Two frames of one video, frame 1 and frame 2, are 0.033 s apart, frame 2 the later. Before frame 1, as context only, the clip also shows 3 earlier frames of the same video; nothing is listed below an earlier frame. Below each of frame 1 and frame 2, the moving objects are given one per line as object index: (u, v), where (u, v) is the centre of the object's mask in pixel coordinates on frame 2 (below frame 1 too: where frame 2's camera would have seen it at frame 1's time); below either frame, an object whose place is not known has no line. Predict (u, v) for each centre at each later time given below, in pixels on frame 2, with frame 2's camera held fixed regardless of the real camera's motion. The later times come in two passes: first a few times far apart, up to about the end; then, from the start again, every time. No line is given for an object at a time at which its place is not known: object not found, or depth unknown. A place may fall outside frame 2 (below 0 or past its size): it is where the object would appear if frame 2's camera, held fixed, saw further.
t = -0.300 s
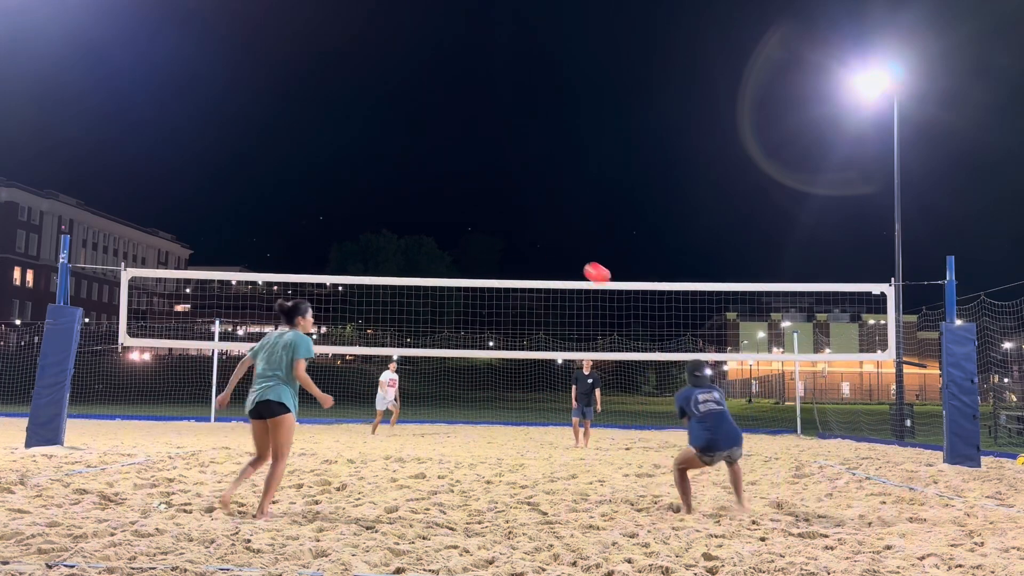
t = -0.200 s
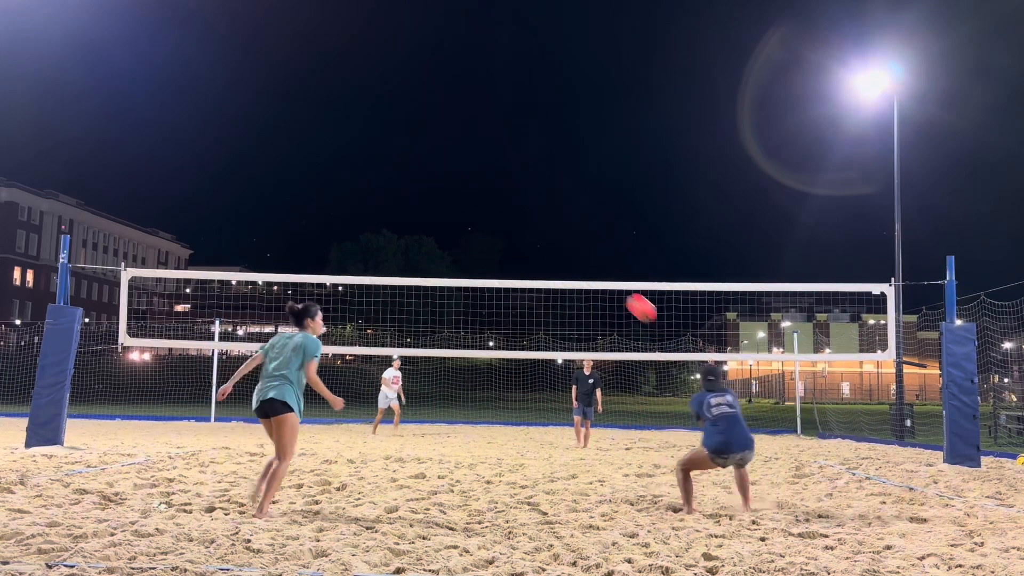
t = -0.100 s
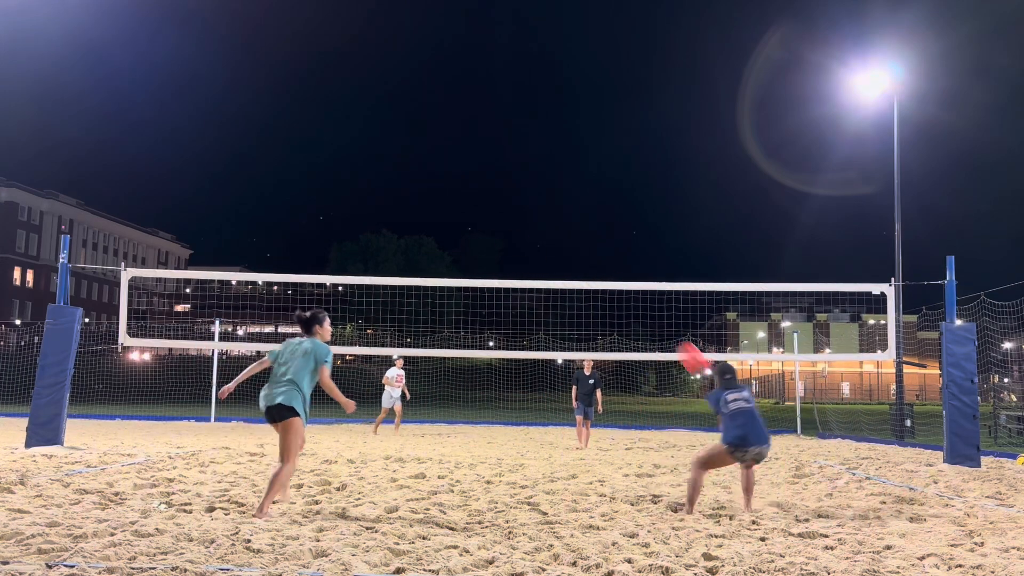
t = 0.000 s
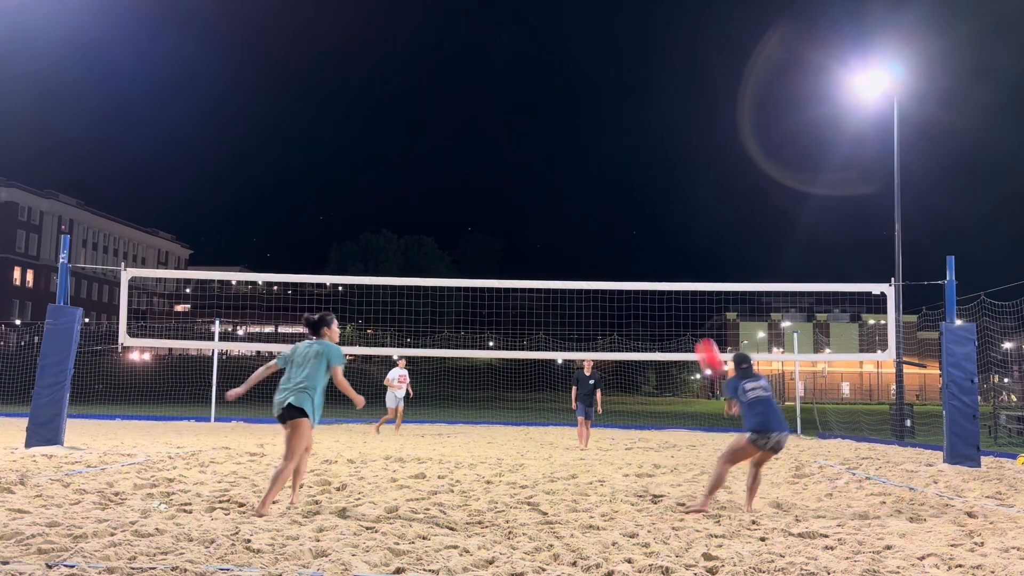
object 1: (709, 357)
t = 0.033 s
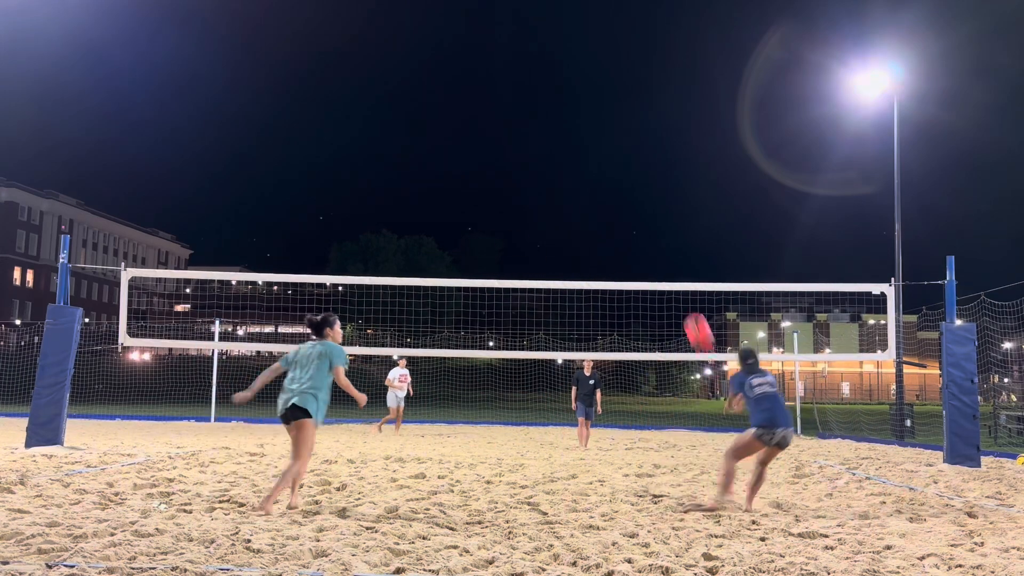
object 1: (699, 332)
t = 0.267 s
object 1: (631, 197)
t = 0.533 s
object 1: (561, 117)
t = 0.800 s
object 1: (497, 105)
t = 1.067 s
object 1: (434, 155)
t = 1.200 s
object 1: (405, 203)
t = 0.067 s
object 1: (689, 309)
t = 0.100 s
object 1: (678, 286)
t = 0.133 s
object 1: (668, 265)
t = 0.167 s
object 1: (659, 246)
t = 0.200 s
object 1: (649, 228)
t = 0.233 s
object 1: (640, 212)
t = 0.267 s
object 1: (631, 197)
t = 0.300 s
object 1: (622, 183)
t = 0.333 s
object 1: (613, 170)
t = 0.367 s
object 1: (604, 158)
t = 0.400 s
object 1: (595, 148)
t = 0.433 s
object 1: (587, 138)
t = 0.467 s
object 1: (578, 130)
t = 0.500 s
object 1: (570, 123)
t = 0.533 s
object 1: (561, 117)
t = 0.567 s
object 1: (553, 112)
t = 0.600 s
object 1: (545, 108)
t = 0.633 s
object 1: (537, 105)
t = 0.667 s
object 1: (529, 103)
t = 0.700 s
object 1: (521, 102)
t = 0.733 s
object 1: (512, 102)
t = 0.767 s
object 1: (505, 103)
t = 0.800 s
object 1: (497, 105)
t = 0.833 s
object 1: (489, 108)
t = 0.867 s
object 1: (481, 112)
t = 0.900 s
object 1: (473, 117)
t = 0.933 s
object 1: (465, 123)
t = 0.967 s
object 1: (457, 130)
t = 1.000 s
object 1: (450, 137)
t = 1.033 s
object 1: (442, 146)
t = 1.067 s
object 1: (434, 155)
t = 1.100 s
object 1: (427, 166)
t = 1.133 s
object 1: (419, 177)
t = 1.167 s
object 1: (412, 189)
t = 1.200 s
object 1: (405, 203)
